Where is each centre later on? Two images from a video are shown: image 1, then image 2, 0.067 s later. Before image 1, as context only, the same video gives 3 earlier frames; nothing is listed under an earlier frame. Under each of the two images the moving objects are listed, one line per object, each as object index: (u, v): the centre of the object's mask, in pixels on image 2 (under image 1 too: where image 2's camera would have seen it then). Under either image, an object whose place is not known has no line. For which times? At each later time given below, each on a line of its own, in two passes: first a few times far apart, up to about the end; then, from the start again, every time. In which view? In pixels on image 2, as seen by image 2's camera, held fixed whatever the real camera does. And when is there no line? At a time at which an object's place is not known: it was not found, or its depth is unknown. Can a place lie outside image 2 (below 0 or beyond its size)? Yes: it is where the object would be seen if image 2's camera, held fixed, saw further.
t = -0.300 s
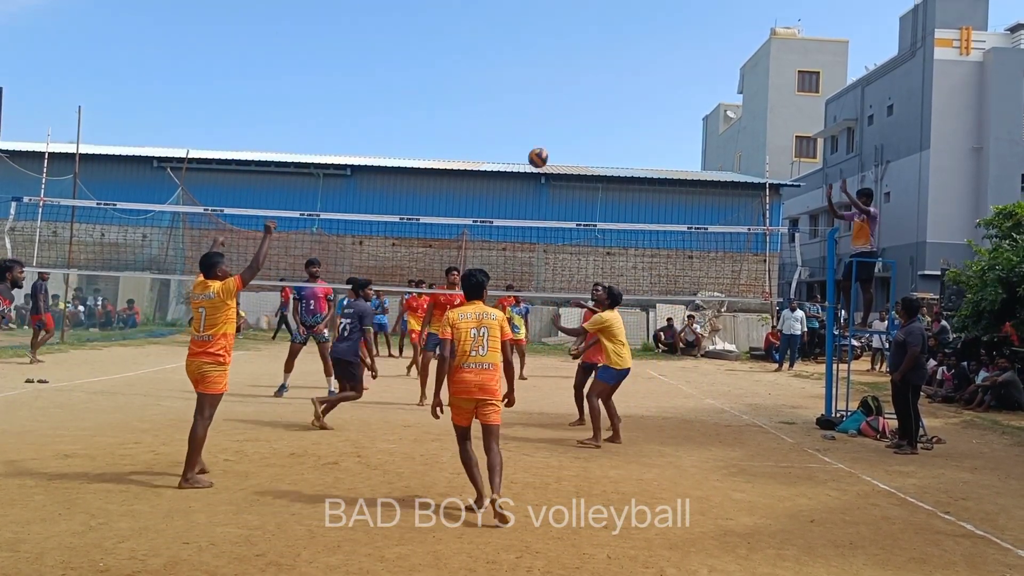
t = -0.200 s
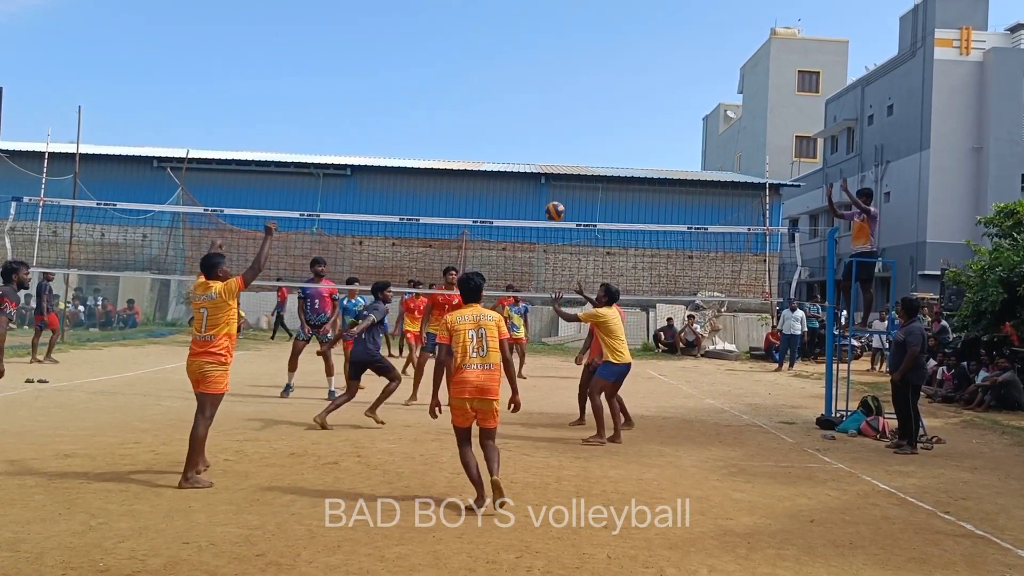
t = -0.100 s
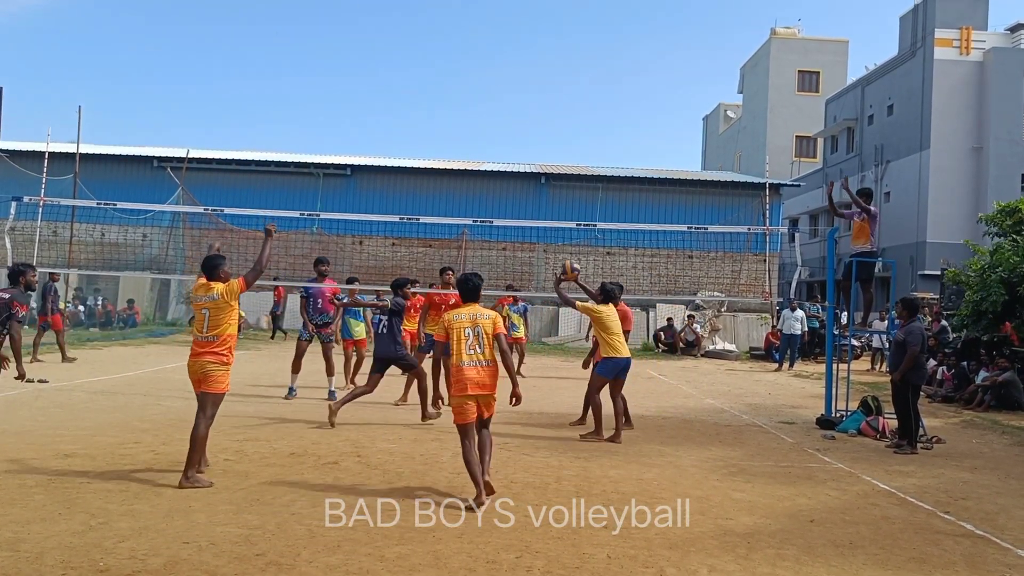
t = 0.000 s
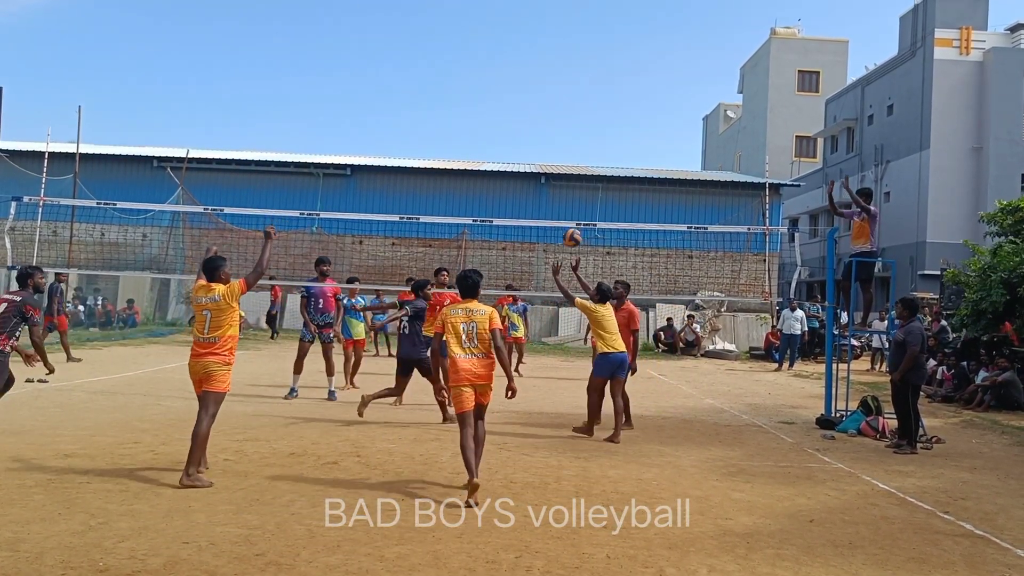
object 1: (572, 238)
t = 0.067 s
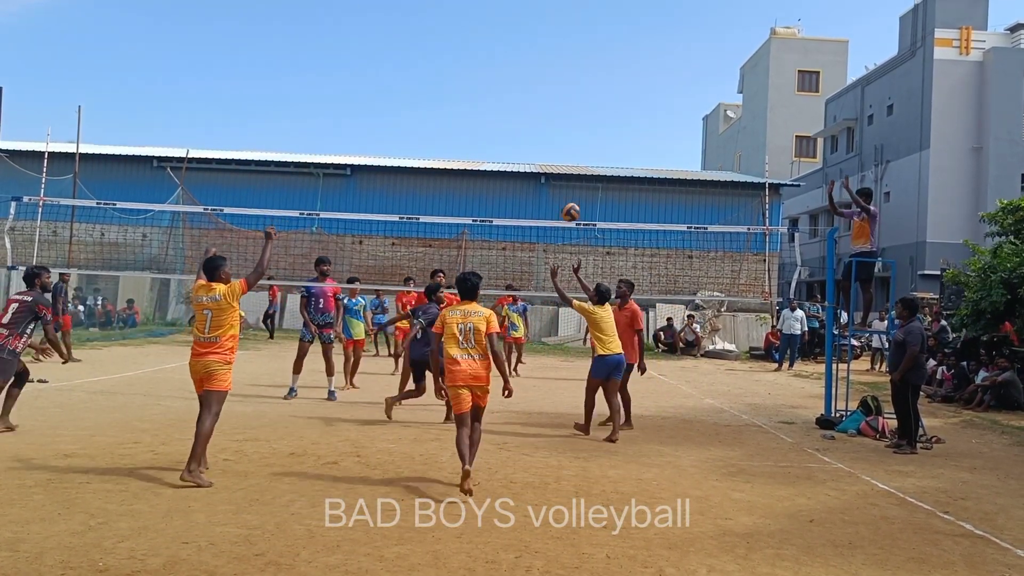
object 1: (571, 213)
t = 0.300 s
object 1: (563, 155)
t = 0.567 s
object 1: (553, 149)
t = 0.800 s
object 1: (545, 193)
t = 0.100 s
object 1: (570, 201)
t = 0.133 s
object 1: (569, 191)
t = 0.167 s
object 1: (567, 181)
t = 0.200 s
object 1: (566, 173)
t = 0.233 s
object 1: (565, 166)
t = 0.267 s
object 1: (564, 160)
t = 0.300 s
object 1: (563, 155)
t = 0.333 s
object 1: (562, 151)
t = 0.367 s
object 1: (561, 147)
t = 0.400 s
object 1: (559, 145)
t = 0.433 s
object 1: (558, 144)
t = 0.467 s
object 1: (557, 144)
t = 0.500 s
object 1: (556, 144)
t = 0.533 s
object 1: (555, 146)
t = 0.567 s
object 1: (553, 149)
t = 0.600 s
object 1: (552, 152)
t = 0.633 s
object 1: (551, 156)
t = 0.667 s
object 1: (550, 162)
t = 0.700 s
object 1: (549, 168)
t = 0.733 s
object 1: (547, 175)
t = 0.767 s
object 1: (546, 183)
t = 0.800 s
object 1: (545, 193)
